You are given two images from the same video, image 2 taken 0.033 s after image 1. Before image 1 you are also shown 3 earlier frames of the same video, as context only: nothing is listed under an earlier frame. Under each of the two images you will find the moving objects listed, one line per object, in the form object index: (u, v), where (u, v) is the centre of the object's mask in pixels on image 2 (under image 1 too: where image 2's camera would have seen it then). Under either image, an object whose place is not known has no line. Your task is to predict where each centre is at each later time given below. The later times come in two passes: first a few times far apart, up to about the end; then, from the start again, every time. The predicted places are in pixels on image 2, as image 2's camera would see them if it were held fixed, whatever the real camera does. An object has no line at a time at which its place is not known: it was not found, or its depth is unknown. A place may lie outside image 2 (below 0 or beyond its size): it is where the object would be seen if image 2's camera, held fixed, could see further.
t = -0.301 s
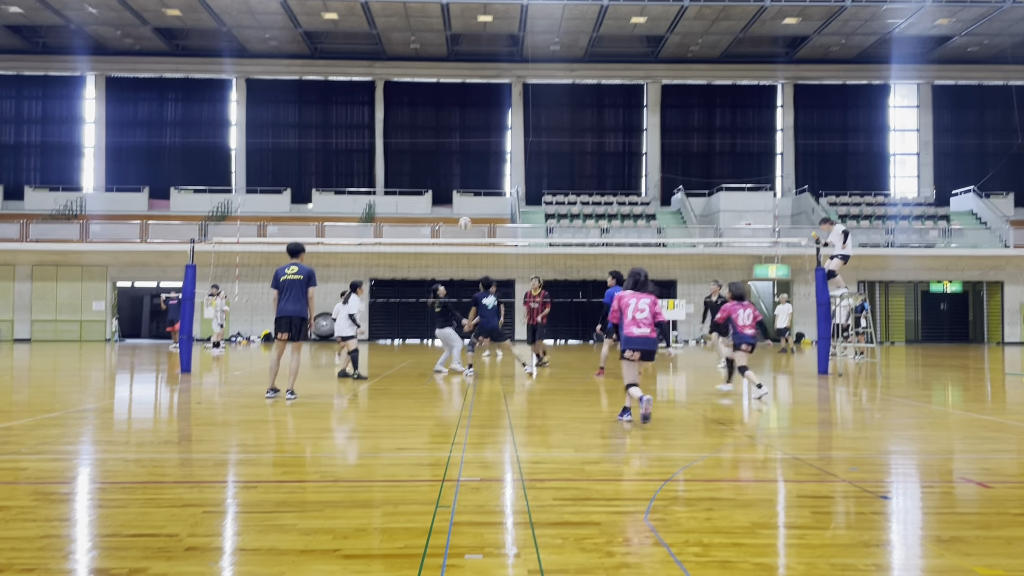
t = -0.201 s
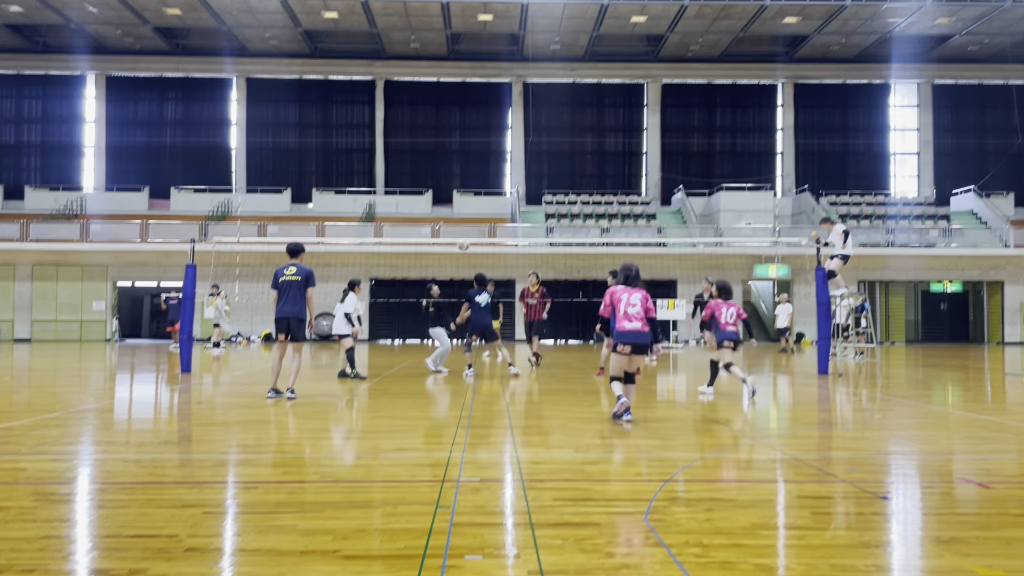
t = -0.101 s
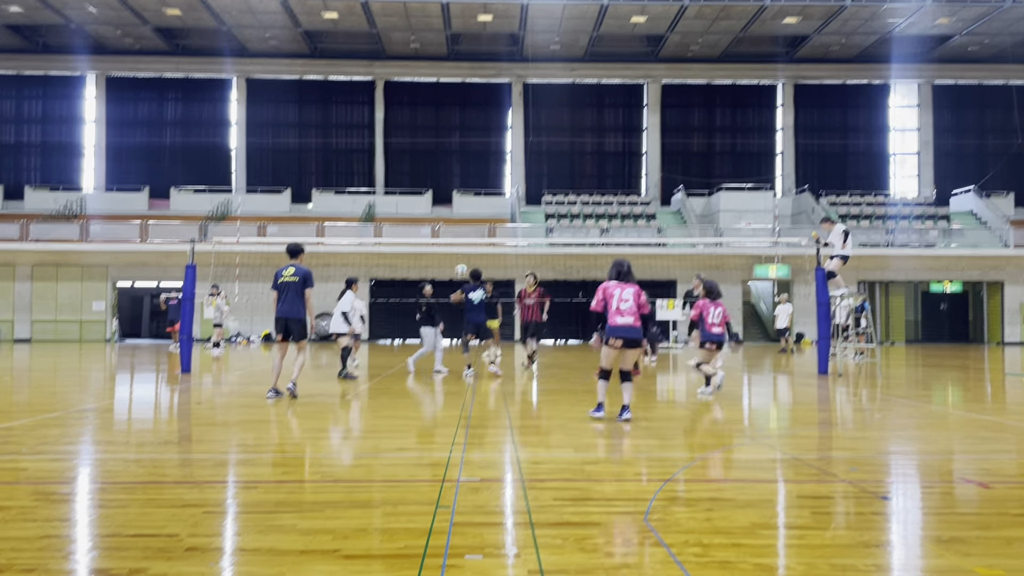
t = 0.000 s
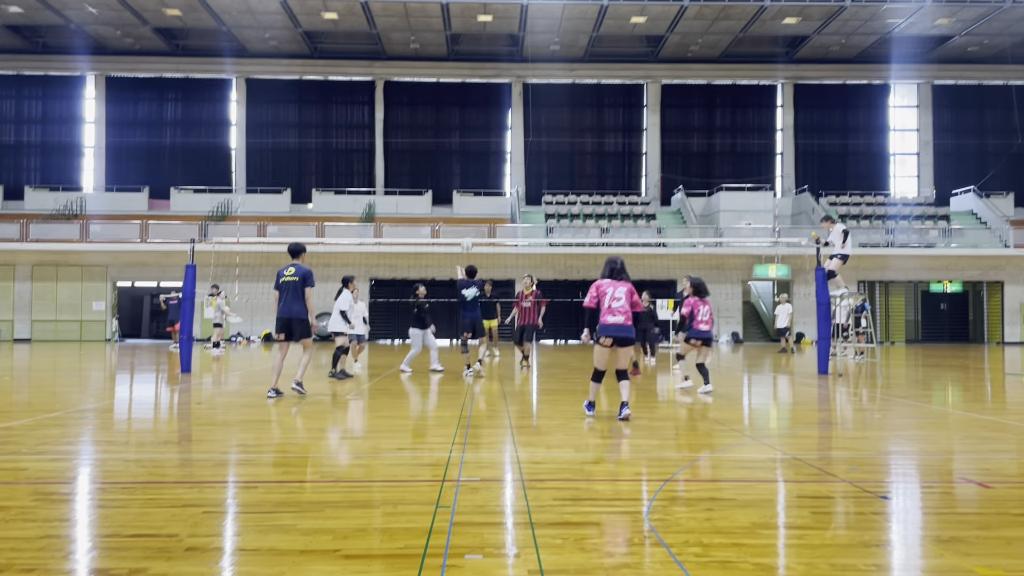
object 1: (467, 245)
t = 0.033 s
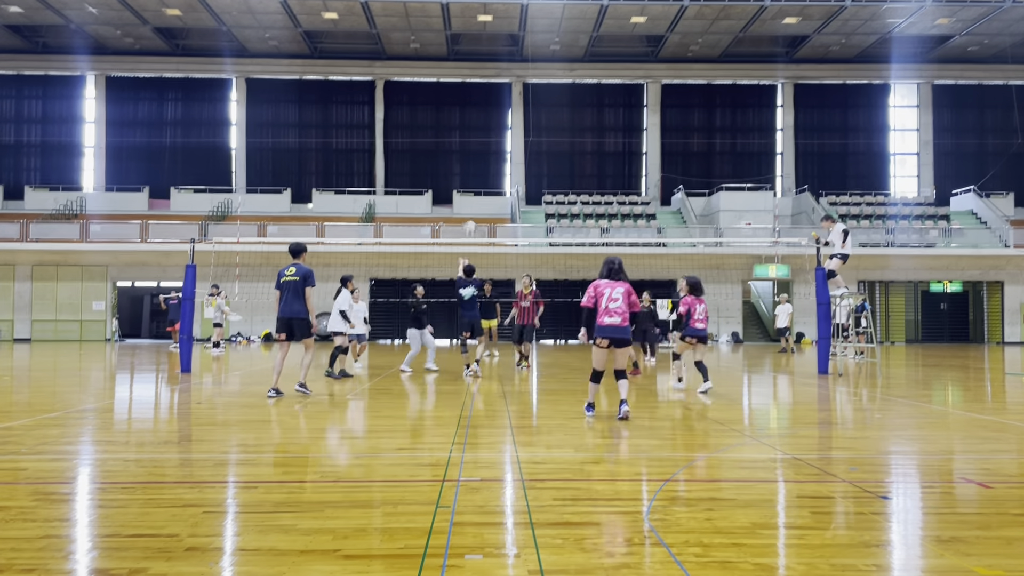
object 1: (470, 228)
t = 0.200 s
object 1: (484, 157)
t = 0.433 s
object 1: (503, 84)
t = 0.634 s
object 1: (519, 49)
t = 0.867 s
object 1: (539, 38)
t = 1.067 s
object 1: (556, 57)
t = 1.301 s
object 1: (575, 111)
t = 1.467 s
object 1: (588, 171)
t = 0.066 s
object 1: (473, 213)
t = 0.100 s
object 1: (476, 196)
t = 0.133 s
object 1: (478, 183)
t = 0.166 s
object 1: (481, 170)
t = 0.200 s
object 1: (484, 157)
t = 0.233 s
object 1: (486, 144)
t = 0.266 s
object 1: (489, 132)
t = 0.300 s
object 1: (492, 122)
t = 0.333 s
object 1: (494, 111)
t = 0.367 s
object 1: (497, 102)
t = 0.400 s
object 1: (500, 93)
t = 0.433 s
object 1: (503, 84)
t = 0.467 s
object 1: (505, 77)
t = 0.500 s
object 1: (508, 69)
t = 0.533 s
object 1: (511, 62)
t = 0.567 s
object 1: (514, 57)
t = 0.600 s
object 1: (516, 53)
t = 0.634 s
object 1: (519, 49)
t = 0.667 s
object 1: (522, 45)
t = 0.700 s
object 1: (524, 42)
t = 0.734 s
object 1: (528, 40)
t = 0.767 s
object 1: (530, 38)
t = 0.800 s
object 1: (533, 38)
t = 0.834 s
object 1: (536, 38)
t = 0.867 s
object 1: (539, 38)
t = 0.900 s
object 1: (542, 39)
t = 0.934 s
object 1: (544, 42)
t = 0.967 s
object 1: (547, 45)
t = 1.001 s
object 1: (550, 48)
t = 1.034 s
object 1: (553, 52)
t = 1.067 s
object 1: (556, 57)
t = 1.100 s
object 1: (558, 62)
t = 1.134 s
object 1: (561, 69)
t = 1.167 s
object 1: (564, 76)
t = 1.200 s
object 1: (567, 84)
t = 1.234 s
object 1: (569, 93)
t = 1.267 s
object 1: (572, 102)
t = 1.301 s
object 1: (575, 111)
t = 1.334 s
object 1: (577, 122)
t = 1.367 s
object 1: (580, 134)
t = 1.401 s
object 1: (583, 145)
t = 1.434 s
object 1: (585, 158)
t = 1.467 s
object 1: (588, 171)
